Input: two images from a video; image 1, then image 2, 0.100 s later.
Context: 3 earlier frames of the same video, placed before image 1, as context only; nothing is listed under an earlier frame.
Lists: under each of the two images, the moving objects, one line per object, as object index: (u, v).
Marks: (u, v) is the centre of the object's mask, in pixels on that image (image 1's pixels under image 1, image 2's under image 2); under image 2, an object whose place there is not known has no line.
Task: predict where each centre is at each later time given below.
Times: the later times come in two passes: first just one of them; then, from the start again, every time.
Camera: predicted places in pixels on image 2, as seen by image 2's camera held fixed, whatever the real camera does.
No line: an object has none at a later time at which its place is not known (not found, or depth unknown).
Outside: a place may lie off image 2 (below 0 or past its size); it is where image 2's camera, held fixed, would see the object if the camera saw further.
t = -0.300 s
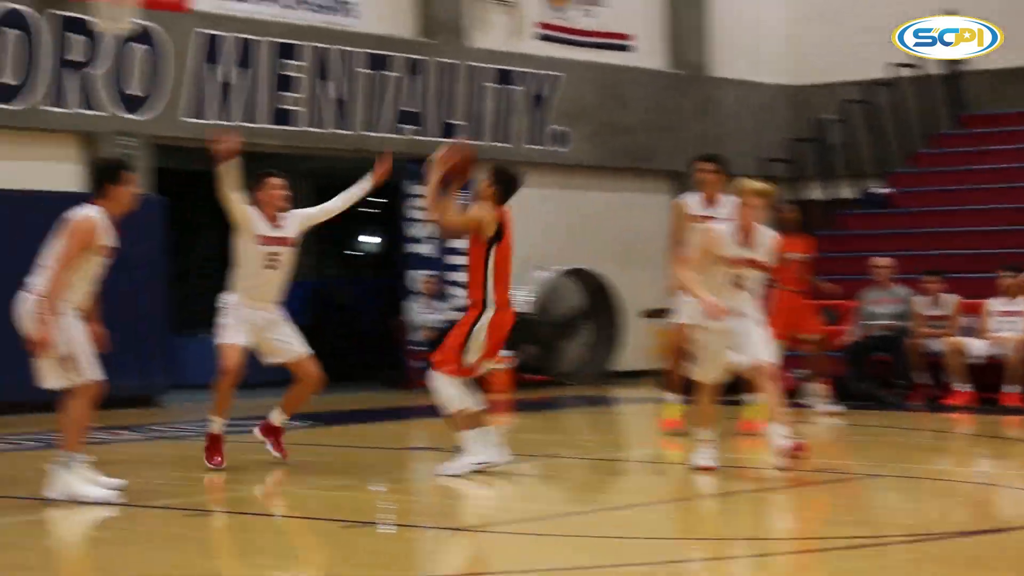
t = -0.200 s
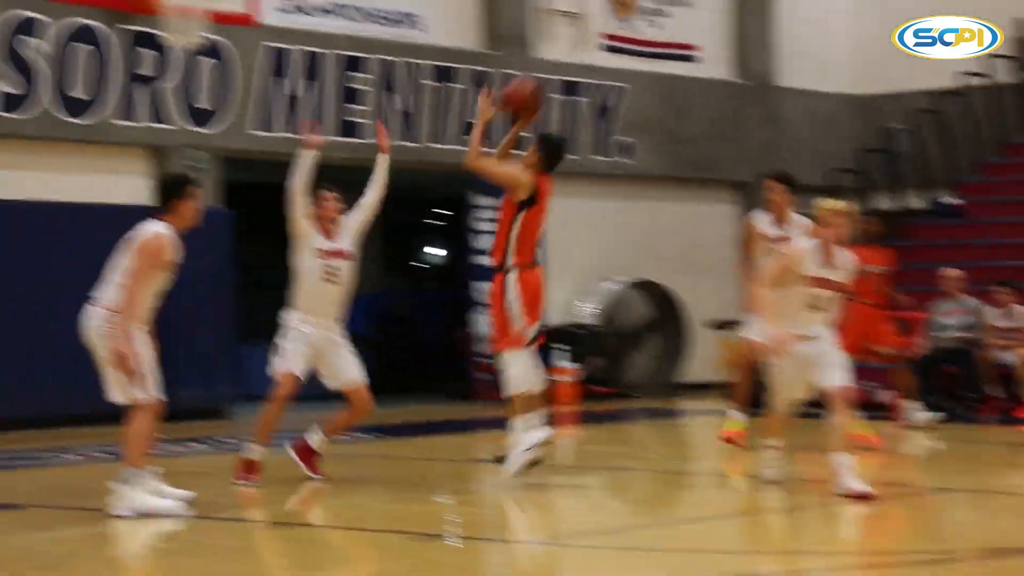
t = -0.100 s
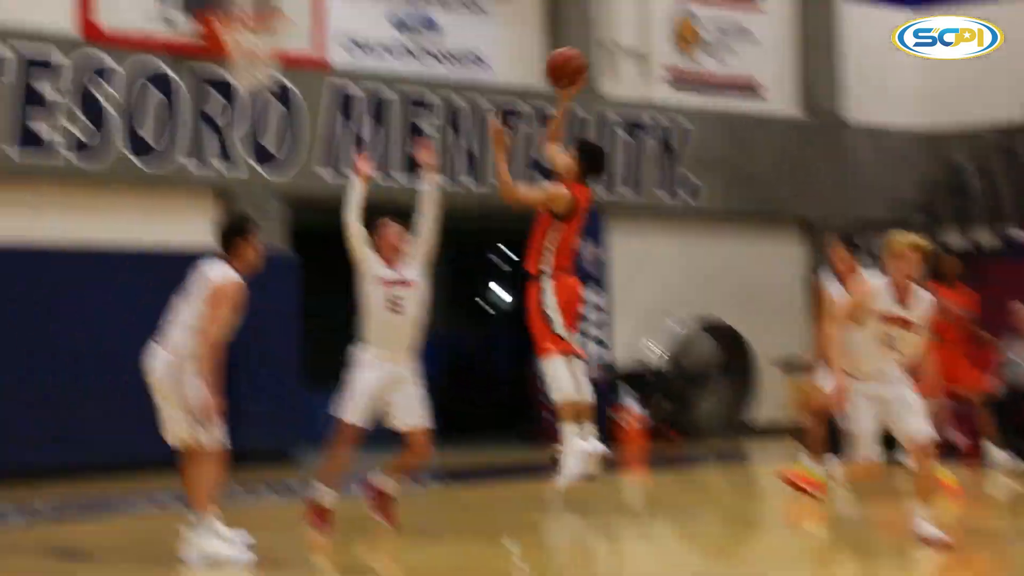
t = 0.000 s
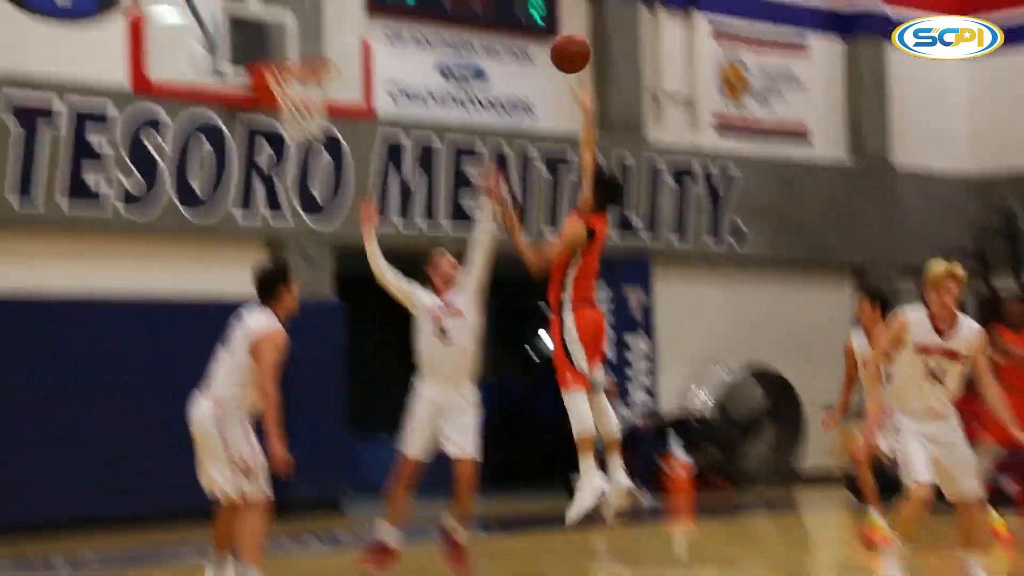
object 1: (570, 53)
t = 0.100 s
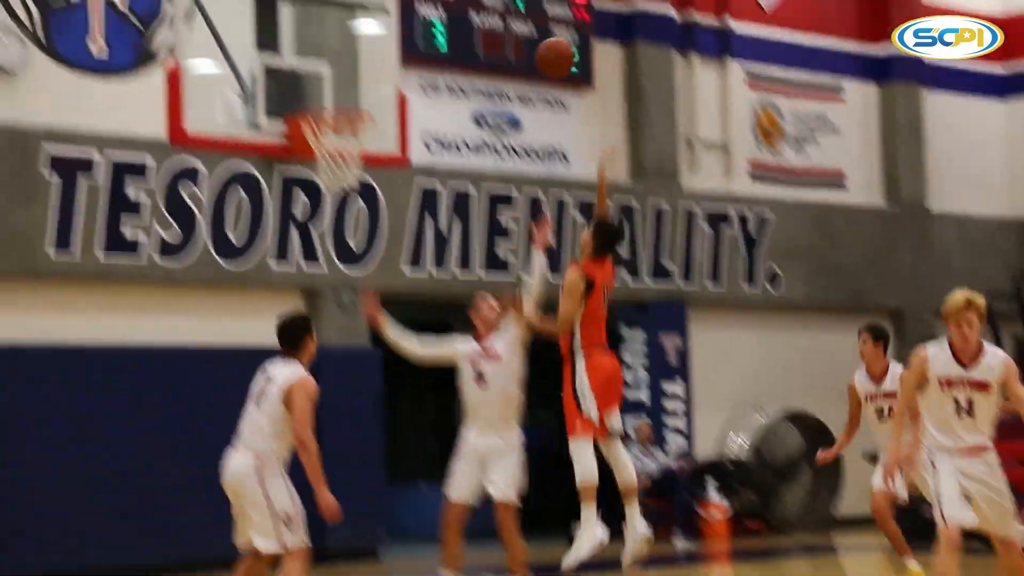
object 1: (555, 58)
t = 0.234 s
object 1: (493, 29)
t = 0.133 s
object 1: (540, 48)
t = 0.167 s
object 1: (524, 39)
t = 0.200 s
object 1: (506, 34)
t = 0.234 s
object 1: (493, 29)
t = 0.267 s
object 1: (479, 26)
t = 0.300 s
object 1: (464, 24)
